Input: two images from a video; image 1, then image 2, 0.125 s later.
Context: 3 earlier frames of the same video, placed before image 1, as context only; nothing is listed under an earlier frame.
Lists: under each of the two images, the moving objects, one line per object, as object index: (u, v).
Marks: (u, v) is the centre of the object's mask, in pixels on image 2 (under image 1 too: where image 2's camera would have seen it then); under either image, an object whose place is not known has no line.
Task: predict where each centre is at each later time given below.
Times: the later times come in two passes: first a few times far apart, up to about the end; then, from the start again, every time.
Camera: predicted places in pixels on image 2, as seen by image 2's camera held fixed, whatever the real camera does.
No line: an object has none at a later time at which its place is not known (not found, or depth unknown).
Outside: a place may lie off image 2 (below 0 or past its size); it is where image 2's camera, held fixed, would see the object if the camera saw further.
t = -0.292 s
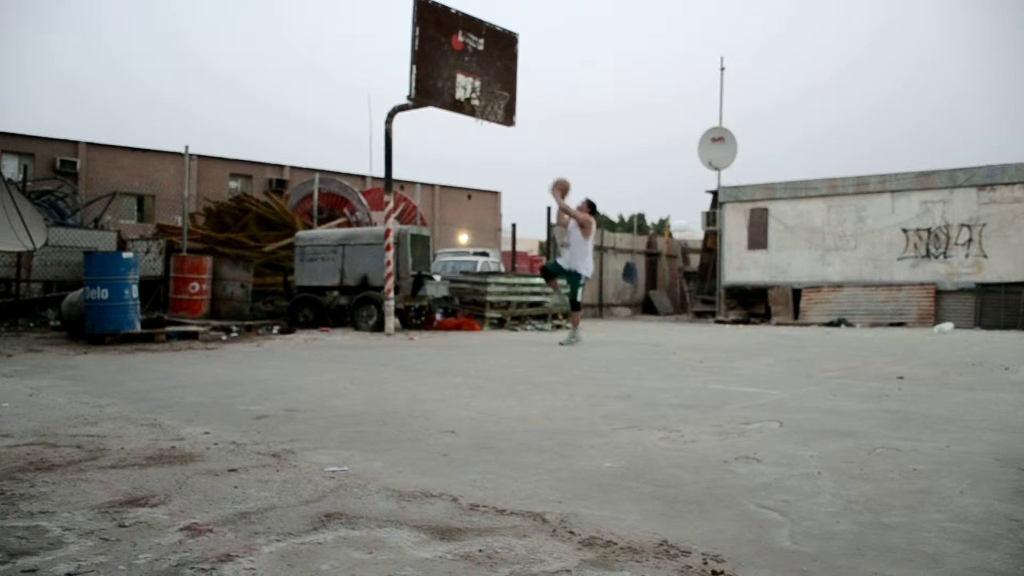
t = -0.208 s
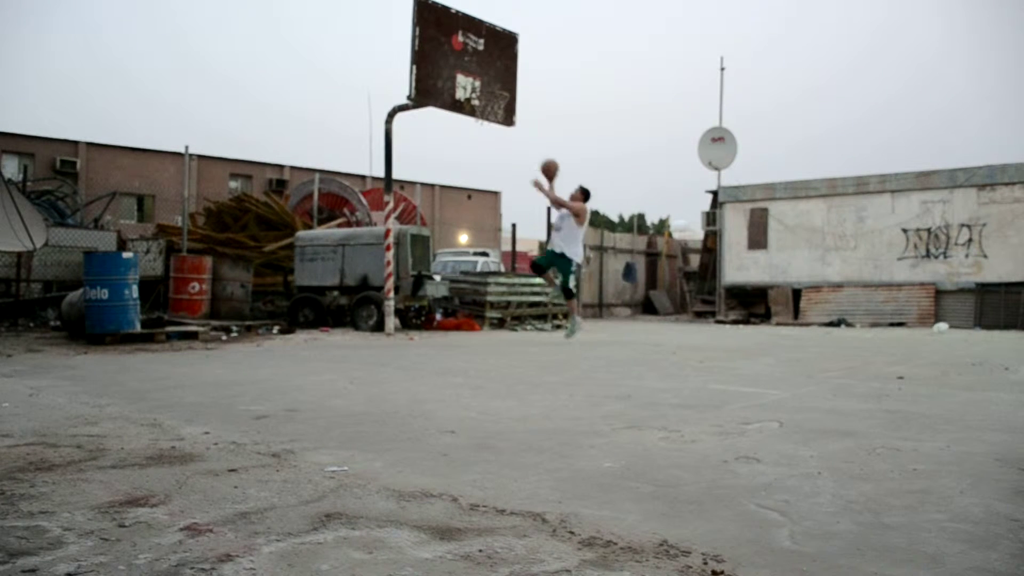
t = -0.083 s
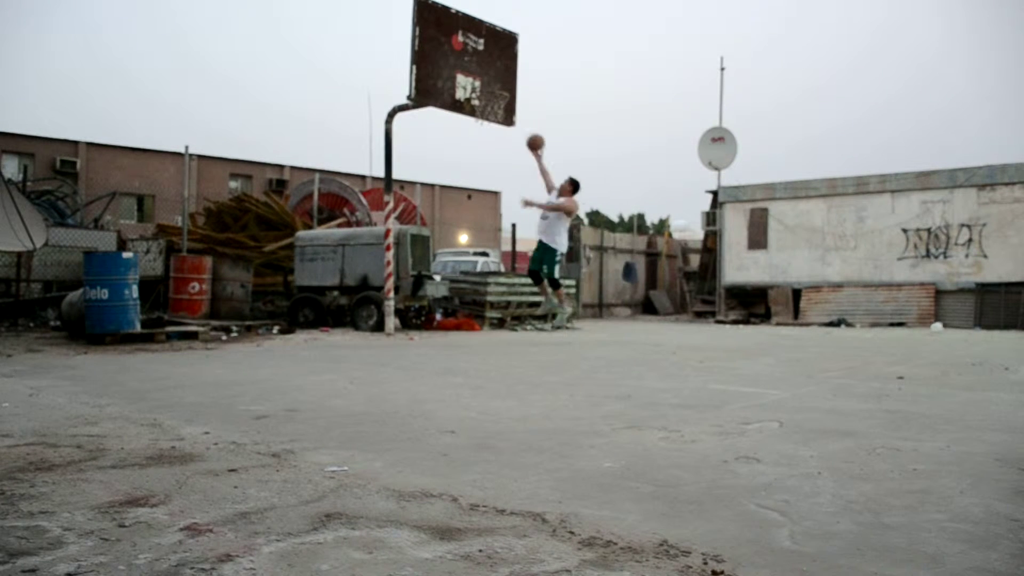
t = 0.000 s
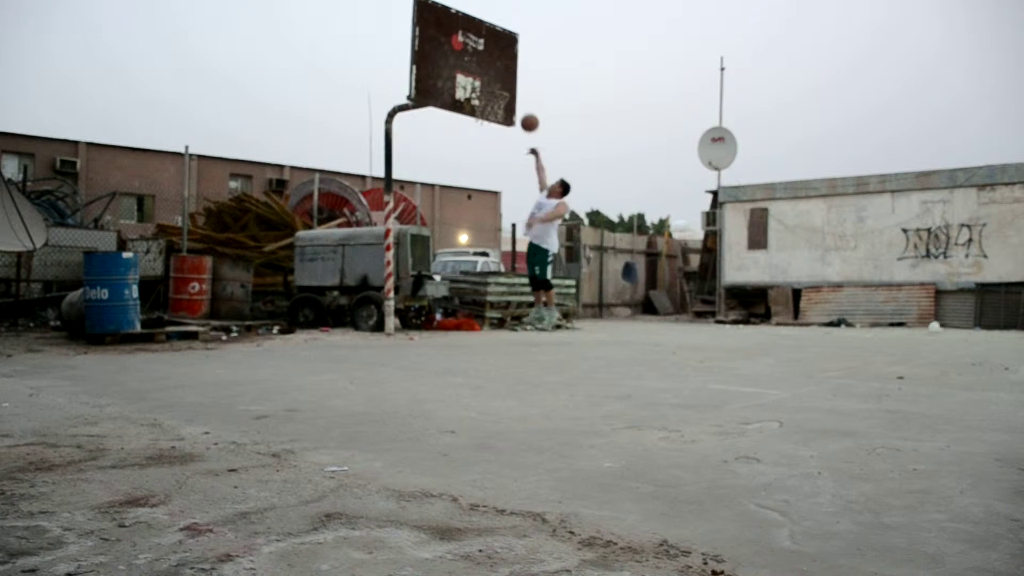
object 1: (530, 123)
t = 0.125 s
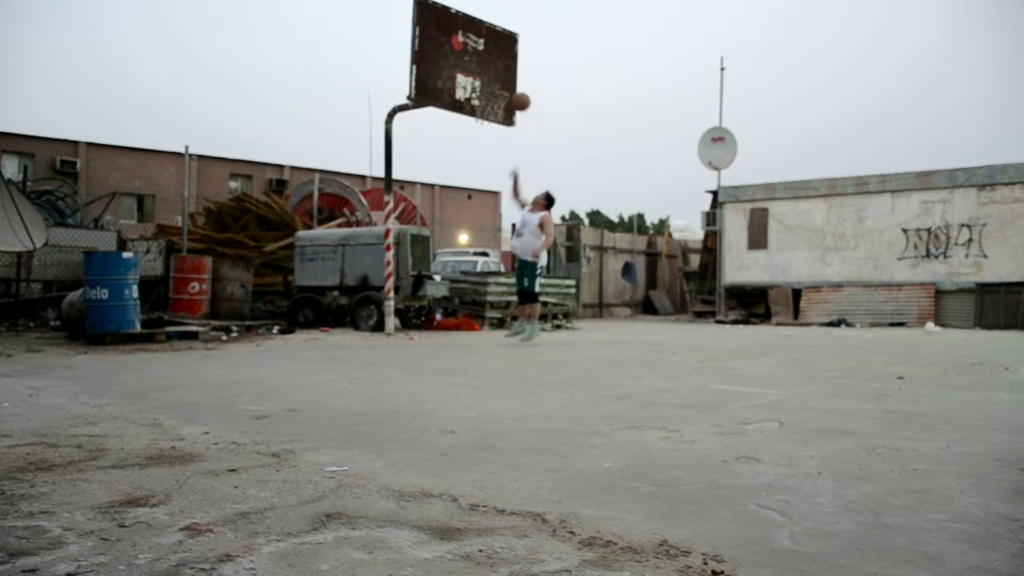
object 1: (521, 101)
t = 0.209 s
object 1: (516, 93)
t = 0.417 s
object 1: (519, 102)
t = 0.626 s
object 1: (523, 143)
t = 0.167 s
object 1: (518, 97)
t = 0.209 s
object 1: (516, 93)
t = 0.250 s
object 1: (516, 92)
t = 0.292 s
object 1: (517, 93)
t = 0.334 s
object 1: (518, 94)
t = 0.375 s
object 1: (518, 97)
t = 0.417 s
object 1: (519, 102)
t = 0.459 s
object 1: (520, 107)
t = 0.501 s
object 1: (521, 114)
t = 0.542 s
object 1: (521, 122)
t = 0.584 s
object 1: (522, 132)
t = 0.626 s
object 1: (523, 143)
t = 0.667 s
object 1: (524, 155)
